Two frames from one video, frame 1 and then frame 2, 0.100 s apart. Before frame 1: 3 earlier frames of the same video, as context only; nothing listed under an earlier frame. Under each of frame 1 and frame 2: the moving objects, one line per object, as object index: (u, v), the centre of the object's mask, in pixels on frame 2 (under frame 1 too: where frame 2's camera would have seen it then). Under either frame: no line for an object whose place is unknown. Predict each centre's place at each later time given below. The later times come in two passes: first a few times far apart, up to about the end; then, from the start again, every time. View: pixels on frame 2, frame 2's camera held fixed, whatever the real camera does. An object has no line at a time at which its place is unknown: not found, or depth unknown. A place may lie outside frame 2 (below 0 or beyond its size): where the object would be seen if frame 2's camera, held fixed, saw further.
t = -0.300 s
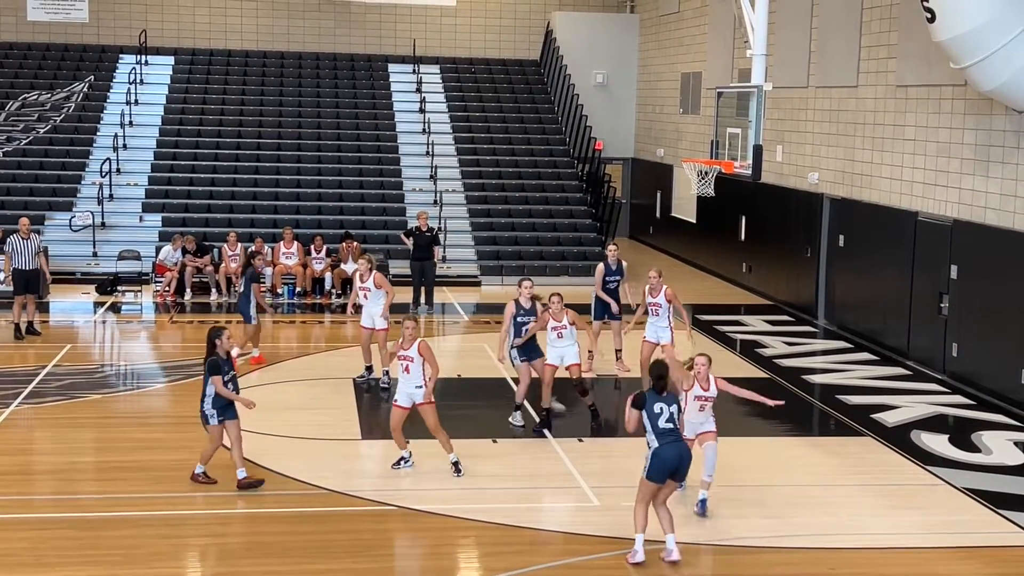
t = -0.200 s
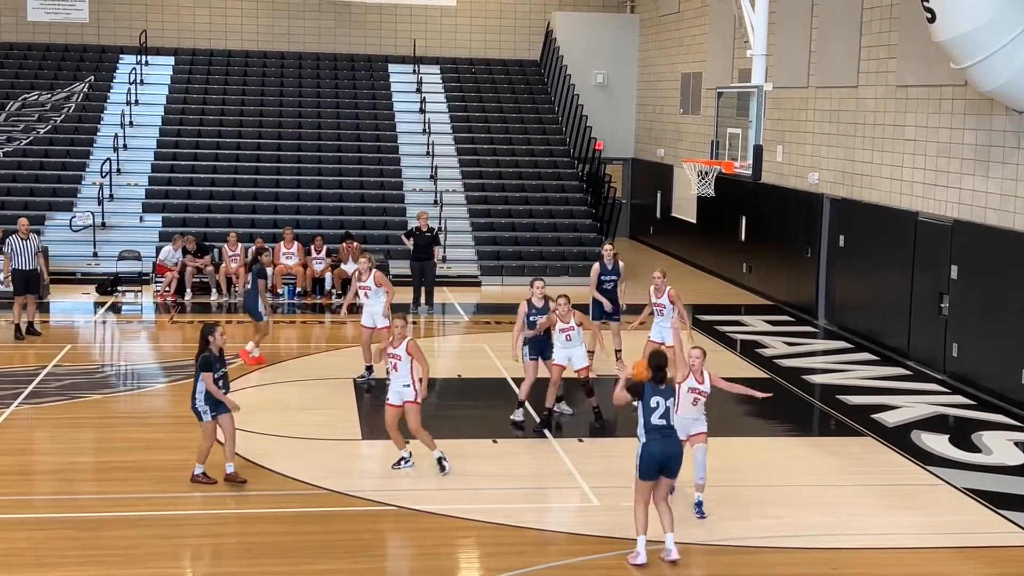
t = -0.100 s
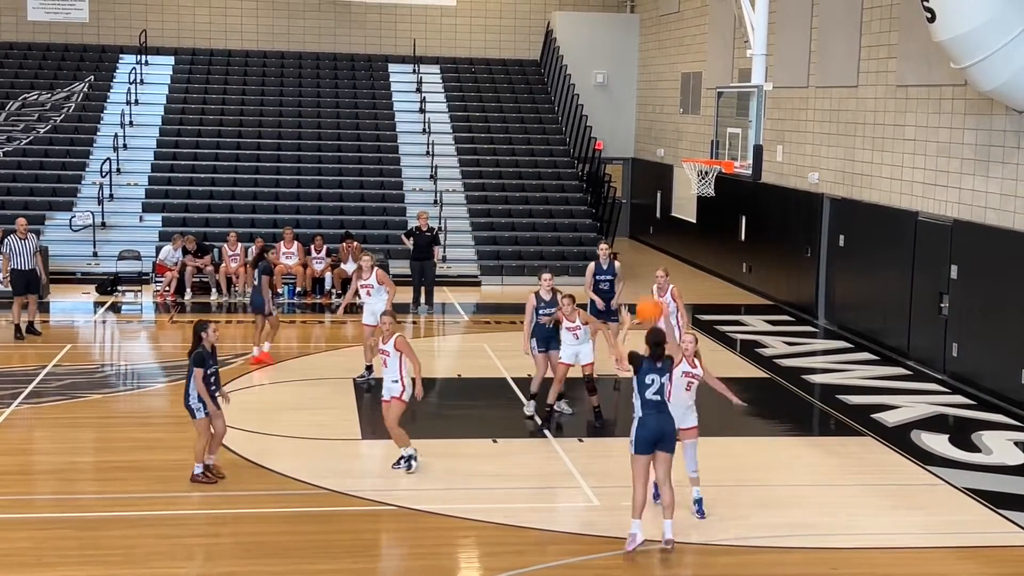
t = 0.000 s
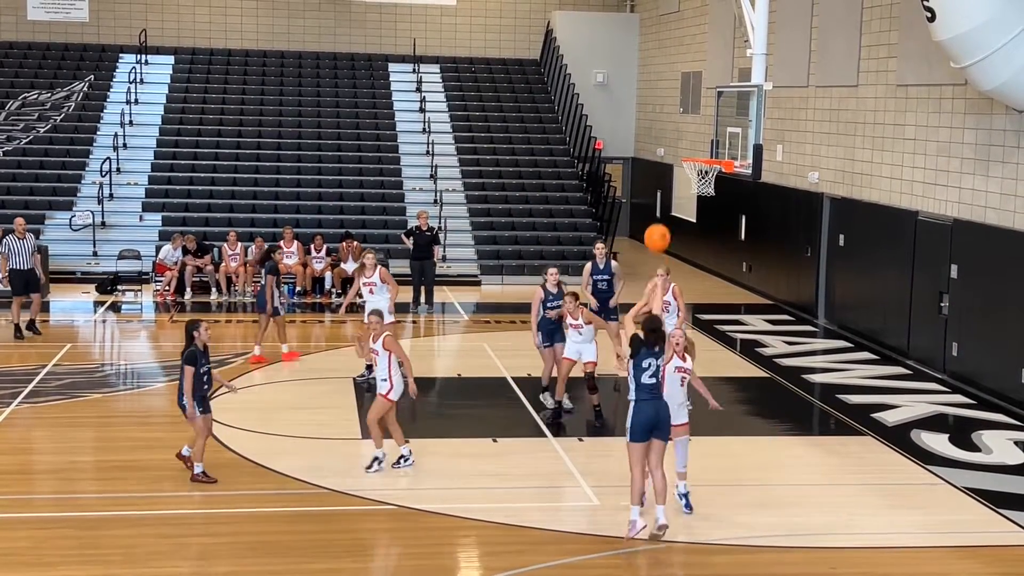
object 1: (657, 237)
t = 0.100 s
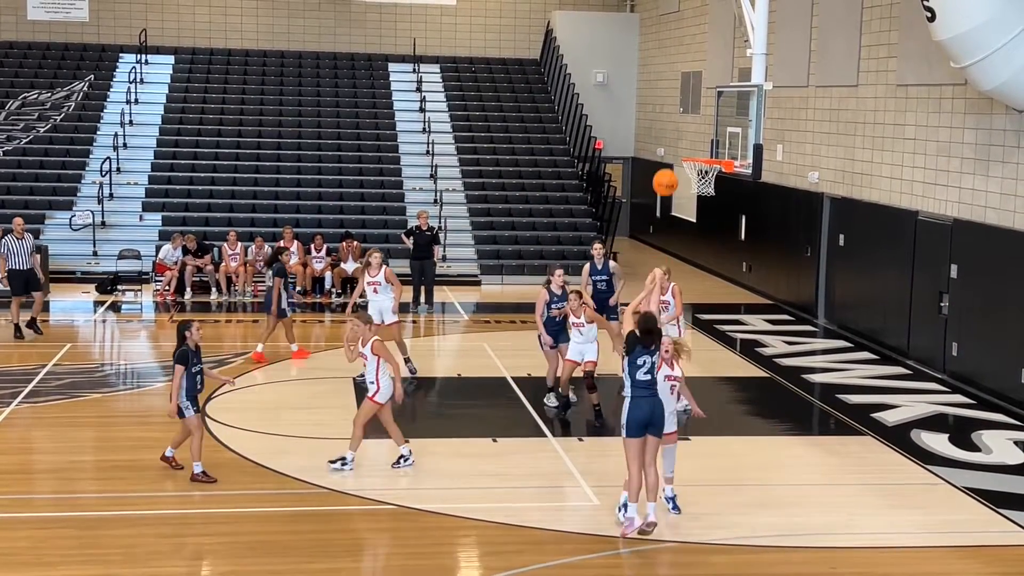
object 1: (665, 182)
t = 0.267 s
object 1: (677, 121)
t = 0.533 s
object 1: (691, 89)
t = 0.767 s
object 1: (701, 115)
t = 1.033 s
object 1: (708, 194)
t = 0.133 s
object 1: (668, 167)
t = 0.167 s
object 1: (670, 154)
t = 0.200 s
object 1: (673, 140)
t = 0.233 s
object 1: (676, 130)
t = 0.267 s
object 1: (677, 121)
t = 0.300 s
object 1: (679, 113)
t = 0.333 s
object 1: (682, 106)
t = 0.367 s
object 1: (684, 100)
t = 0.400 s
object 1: (685, 95)
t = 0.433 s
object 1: (687, 92)
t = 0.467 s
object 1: (689, 91)
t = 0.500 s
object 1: (690, 90)
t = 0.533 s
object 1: (691, 89)
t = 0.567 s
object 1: (693, 90)
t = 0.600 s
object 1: (694, 92)
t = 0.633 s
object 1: (696, 94)
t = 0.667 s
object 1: (697, 99)
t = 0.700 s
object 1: (698, 103)
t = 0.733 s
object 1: (700, 108)
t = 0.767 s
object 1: (701, 115)
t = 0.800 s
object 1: (702, 123)
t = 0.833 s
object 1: (703, 130)
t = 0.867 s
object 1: (703, 140)
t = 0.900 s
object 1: (705, 148)
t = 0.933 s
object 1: (706, 159)
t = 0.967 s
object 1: (707, 169)
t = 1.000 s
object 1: (707, 181)
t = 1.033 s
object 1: (708, 194)
